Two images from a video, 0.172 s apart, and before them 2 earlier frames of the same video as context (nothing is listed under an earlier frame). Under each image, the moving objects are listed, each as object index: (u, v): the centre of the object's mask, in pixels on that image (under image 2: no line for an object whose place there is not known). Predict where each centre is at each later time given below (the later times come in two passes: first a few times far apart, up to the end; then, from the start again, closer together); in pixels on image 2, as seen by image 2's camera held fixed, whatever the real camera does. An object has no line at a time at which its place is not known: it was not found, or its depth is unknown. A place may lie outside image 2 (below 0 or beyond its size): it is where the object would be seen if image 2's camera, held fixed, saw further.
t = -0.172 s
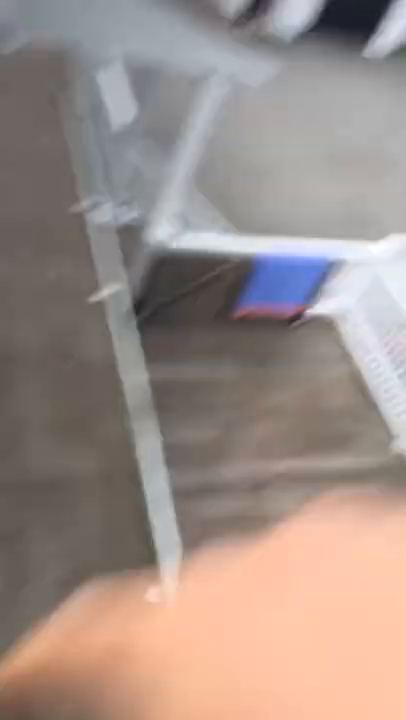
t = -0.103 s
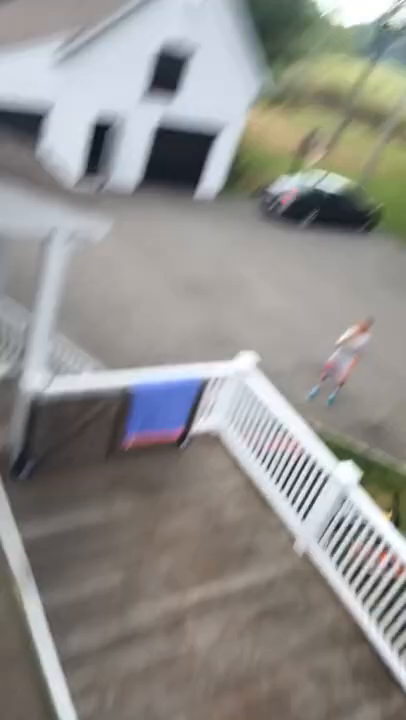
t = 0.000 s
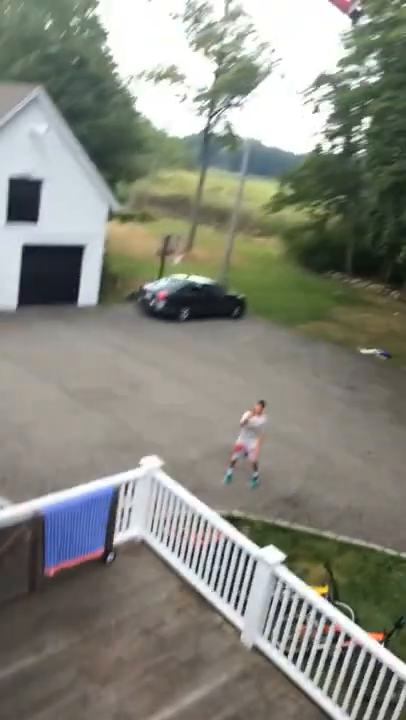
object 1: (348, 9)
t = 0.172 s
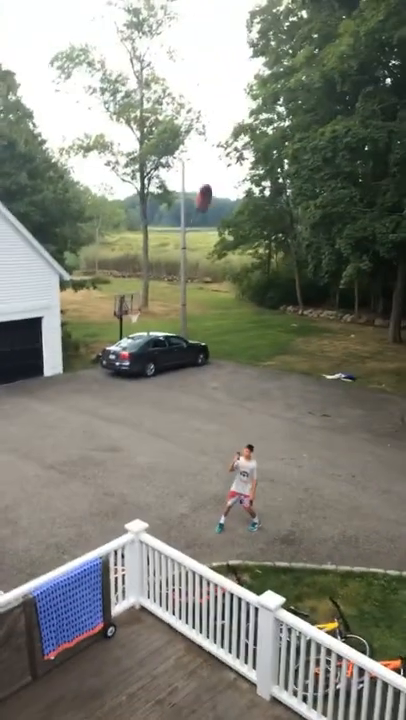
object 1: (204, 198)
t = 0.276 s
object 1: (198, 252)
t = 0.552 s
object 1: (189, 381)
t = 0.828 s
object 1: (186, 495)
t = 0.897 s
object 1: (184, 521)
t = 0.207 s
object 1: (201, 216)
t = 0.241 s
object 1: (199, 234)
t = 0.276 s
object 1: (198, 252)
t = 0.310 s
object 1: (197, 268)
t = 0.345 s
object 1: (196, 285)
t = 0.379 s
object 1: (196, 303)
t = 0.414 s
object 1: (195, 319)
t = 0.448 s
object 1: (196, 336)
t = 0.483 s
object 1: (192, 351)
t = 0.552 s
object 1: (189, 381)
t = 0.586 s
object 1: (188, 396)
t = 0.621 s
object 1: (188, 410)
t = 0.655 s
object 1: (187, 425)
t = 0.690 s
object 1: (187, 439)
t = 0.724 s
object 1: (187, 453)
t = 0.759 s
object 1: (187, 468)
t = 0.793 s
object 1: (186, 481)
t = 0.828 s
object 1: (186, 495)
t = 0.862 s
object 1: (185, 508)
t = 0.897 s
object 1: (184, 521)
